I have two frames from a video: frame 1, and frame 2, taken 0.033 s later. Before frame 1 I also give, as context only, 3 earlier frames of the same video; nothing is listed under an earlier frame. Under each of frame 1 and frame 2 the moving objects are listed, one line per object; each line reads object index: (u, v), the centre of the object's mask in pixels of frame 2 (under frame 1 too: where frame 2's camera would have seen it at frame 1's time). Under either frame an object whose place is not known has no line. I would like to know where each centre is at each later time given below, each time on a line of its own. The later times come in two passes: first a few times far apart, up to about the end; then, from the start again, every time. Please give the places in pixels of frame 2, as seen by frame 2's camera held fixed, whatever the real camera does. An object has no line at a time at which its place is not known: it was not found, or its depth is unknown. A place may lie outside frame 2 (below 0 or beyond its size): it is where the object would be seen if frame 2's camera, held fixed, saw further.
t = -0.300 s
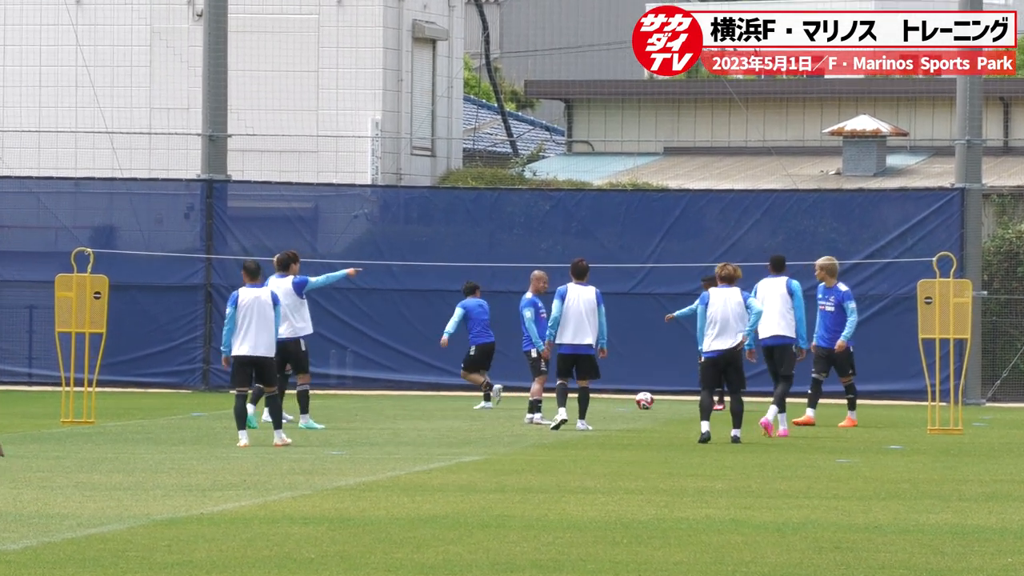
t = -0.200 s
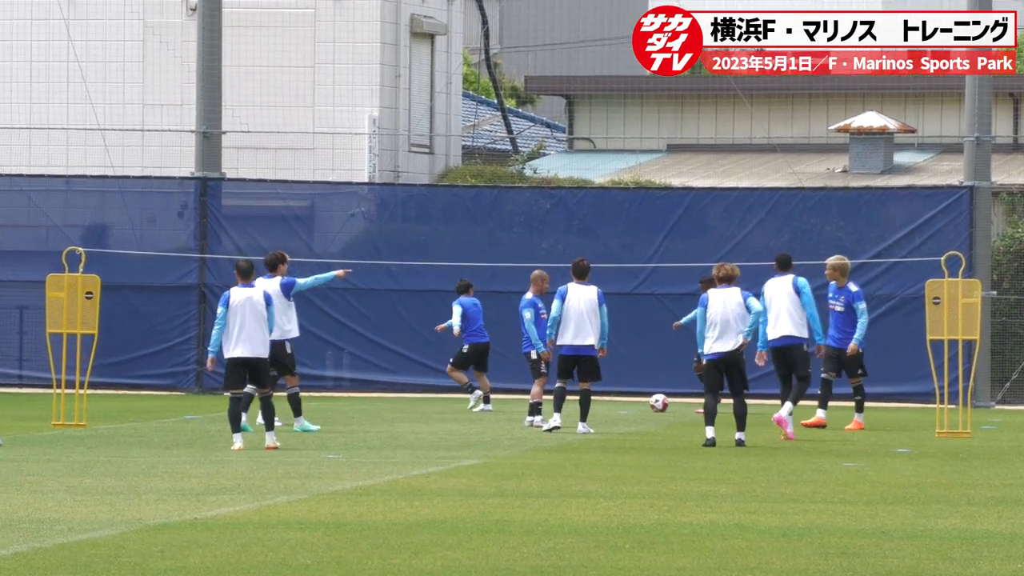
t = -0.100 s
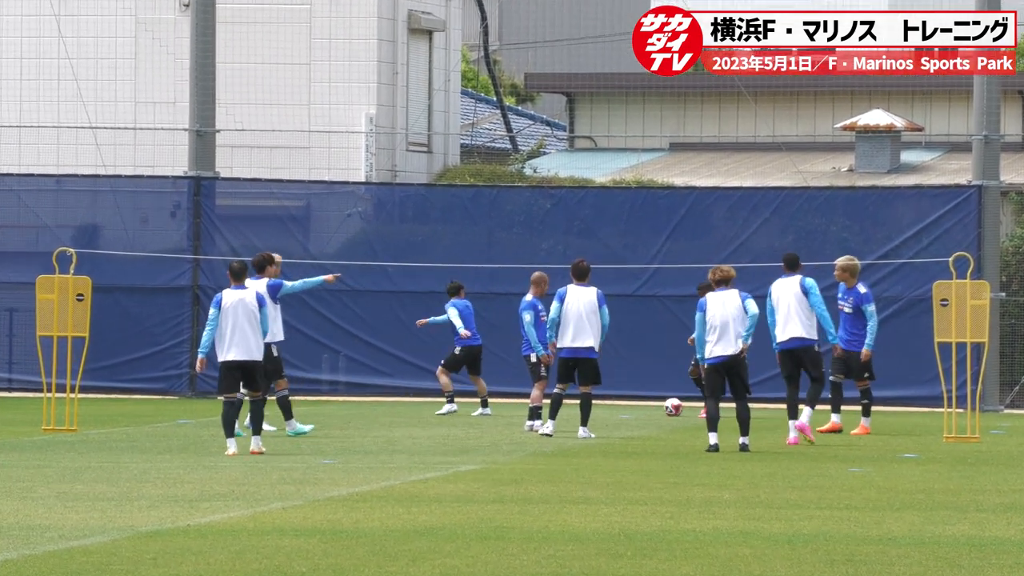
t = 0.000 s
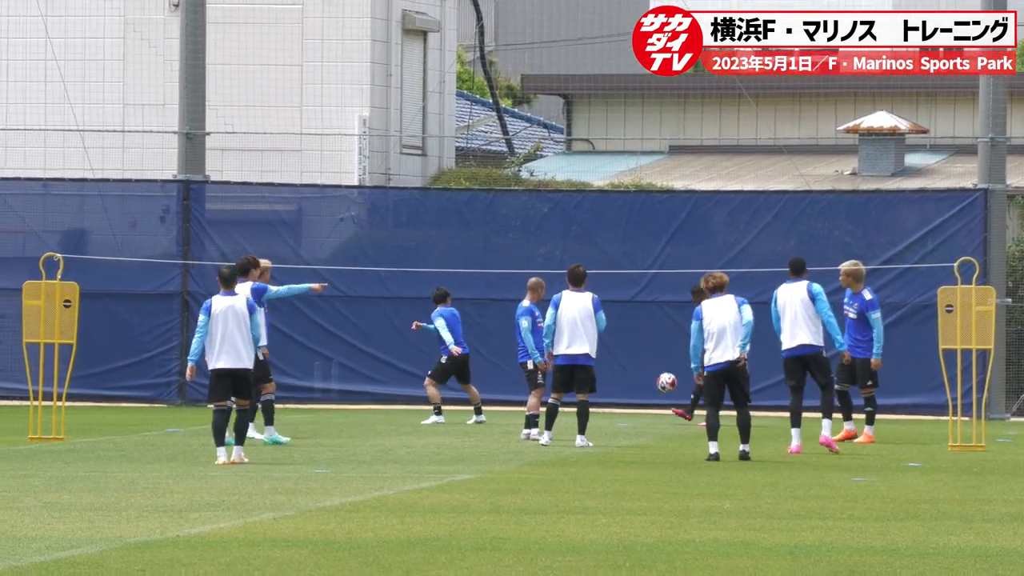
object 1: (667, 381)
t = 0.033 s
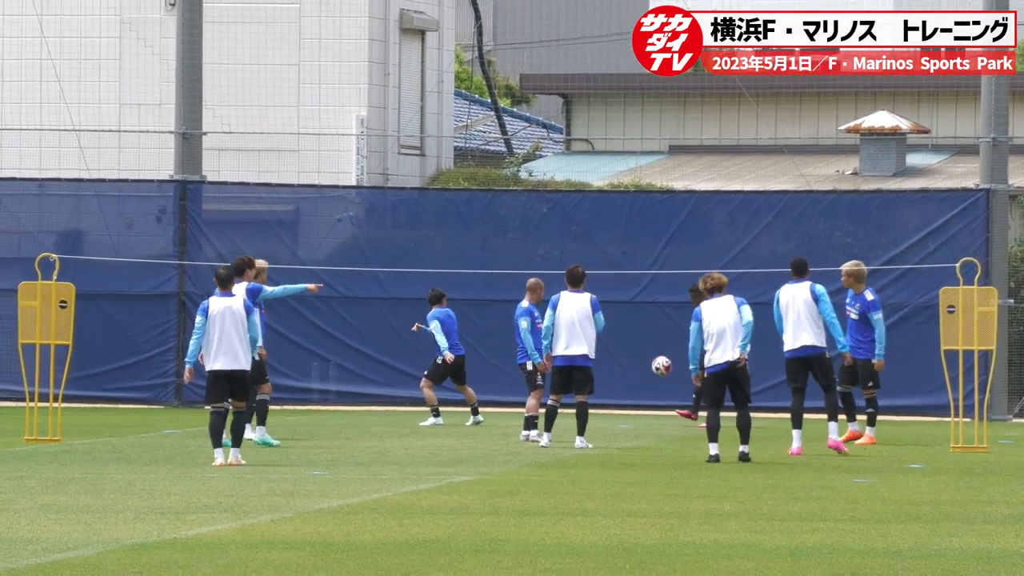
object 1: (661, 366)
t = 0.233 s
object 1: (632, 280)
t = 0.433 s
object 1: (602, 227)
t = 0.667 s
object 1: (569, 210)
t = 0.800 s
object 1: (549, 222)
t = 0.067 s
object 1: (657, 348)
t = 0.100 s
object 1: (652, 334)
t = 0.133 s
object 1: (647, 318)
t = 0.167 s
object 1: (642, 305)
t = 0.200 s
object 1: (637, 292)
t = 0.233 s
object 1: (632, 280)
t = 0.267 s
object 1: (627, 269)
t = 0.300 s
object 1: (622, 259)
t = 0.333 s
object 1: (617, 247)
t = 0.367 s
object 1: (612, 241)
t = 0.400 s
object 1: (607, 234)
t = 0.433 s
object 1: (602, 227)
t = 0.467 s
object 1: (597, 224)
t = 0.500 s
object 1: (593, 219)
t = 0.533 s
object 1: (588, 216)
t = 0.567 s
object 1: (583, 212)
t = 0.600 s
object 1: (579, 212)
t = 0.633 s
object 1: (574, 211)
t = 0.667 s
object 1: (569, 210)
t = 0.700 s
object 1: (564, 213)
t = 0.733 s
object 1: (559, 214)
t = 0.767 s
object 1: (554, 218)
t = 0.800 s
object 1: (549, 222)
